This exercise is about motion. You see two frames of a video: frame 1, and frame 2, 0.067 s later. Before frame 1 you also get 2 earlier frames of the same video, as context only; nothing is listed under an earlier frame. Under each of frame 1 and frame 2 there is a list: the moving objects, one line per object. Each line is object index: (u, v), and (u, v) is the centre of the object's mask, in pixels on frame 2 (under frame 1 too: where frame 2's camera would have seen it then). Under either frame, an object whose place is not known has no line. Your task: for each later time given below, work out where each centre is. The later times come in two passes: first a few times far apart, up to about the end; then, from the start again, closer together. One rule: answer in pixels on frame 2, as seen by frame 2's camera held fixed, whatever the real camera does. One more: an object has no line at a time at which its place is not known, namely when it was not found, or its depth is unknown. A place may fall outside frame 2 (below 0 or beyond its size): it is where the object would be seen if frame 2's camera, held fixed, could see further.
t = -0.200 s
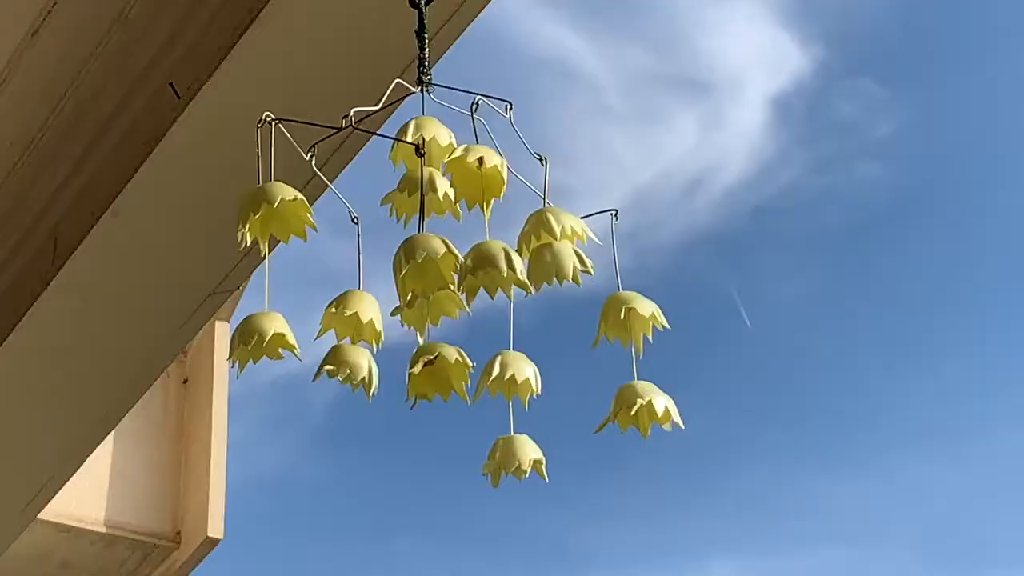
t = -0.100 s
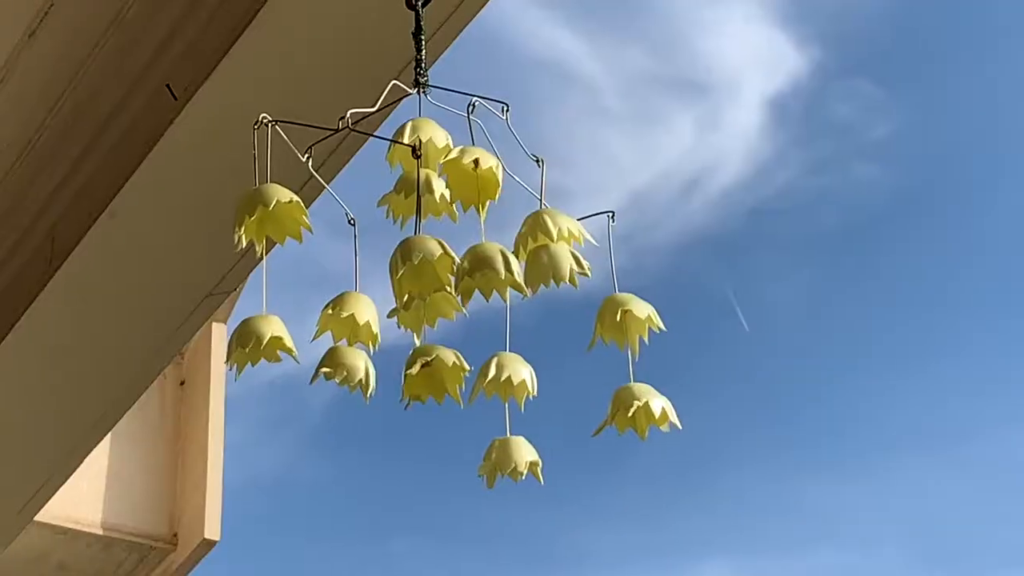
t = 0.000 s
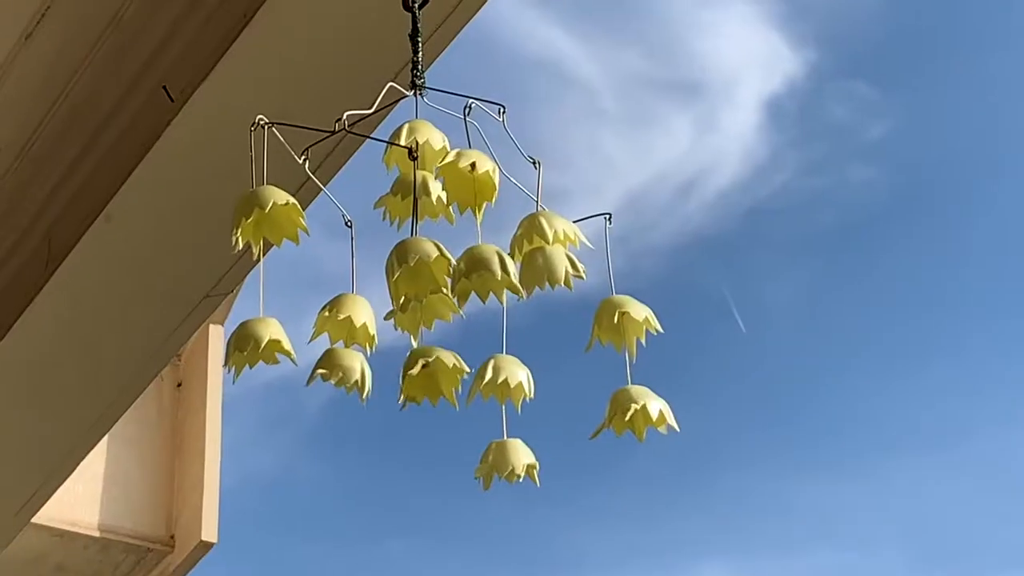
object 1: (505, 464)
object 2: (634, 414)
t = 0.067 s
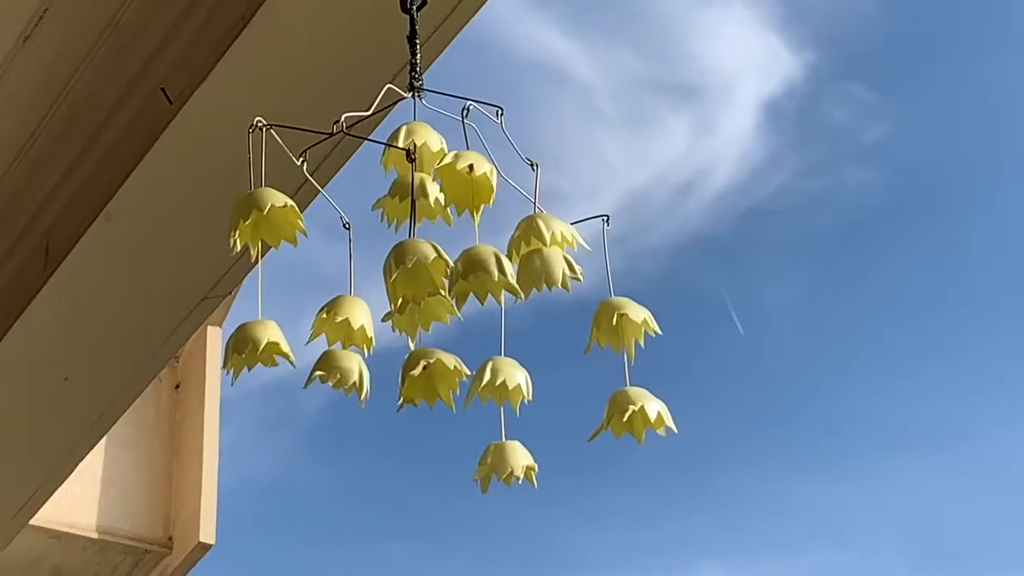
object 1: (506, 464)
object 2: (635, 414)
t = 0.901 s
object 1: (503, 464)
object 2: (631, 415)
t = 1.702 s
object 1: (497, 465)
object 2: (619, 420)
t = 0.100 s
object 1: (506, 464)
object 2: (635, 414)
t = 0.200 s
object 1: (507, 464)
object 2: (636, 413)
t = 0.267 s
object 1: (507, 464)
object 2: (635, 413)
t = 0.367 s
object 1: (507, 463)
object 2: (632, 411)
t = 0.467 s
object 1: (507, 461)
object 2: (632, 412)
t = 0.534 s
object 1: (505, 461)
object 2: (631, 412)
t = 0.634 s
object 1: (503, 462)
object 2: (631, 414)
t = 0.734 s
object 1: (502, 463)
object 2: (631, 415)
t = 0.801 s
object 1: (503, 464)
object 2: (631, 415)
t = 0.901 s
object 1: (503, 464)
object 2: (631, 415)
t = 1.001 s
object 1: (502, 465)
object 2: (630, 415)
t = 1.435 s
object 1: (501, 463)
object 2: (629, 417)
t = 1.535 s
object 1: (501, 463)
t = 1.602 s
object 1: (500, 463)
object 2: (623, 418)
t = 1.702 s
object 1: (497, 465)
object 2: (619, 420)
